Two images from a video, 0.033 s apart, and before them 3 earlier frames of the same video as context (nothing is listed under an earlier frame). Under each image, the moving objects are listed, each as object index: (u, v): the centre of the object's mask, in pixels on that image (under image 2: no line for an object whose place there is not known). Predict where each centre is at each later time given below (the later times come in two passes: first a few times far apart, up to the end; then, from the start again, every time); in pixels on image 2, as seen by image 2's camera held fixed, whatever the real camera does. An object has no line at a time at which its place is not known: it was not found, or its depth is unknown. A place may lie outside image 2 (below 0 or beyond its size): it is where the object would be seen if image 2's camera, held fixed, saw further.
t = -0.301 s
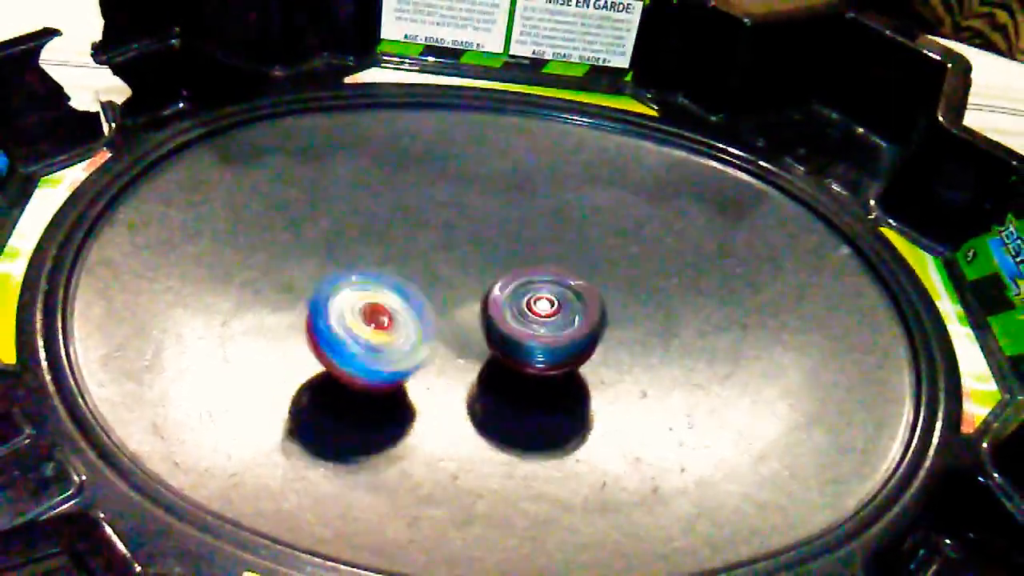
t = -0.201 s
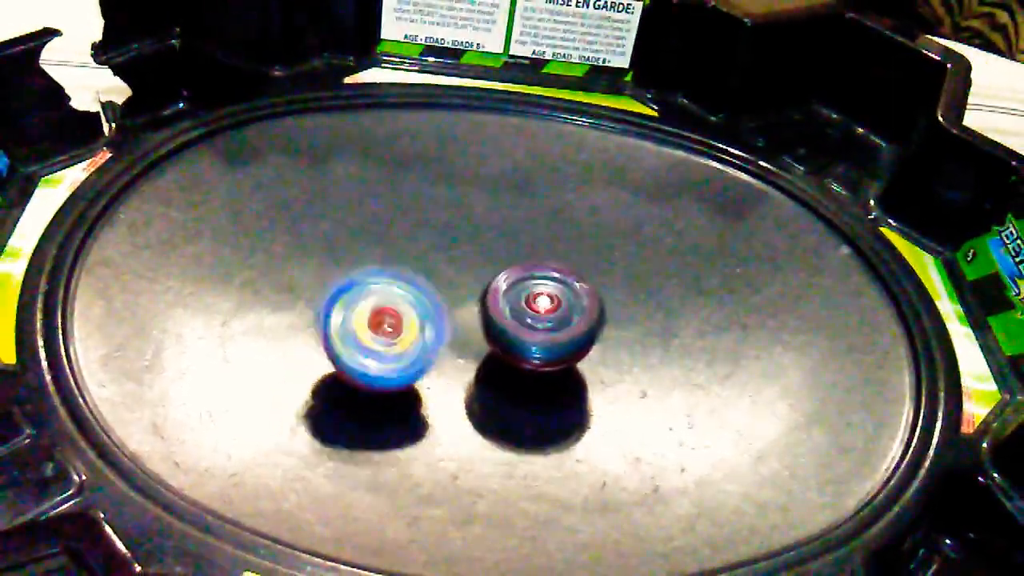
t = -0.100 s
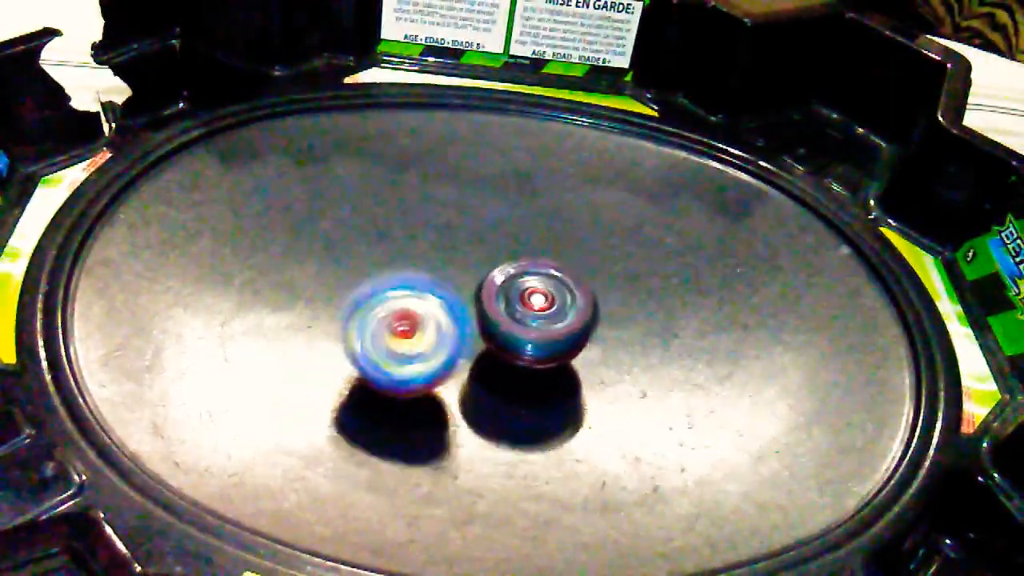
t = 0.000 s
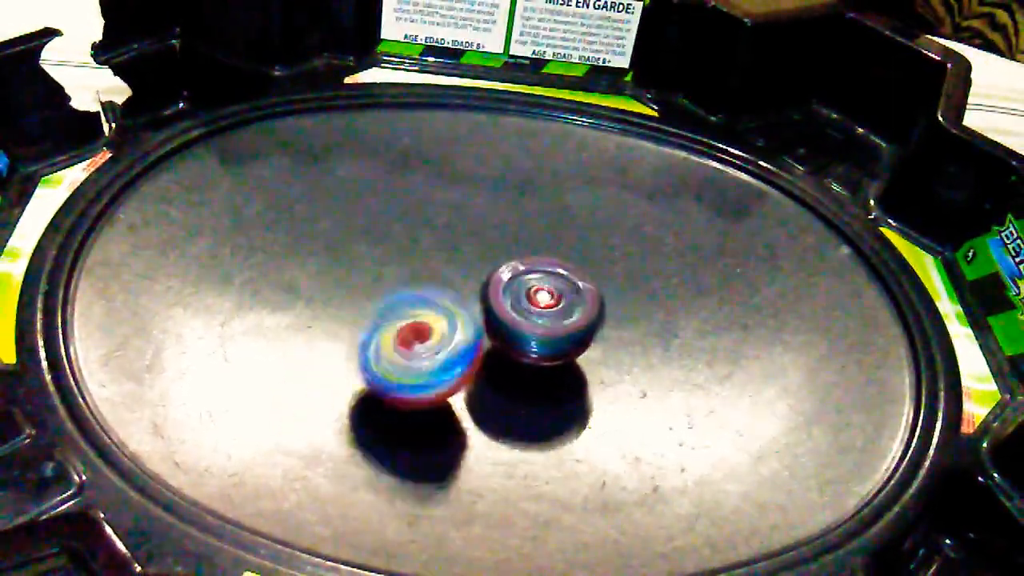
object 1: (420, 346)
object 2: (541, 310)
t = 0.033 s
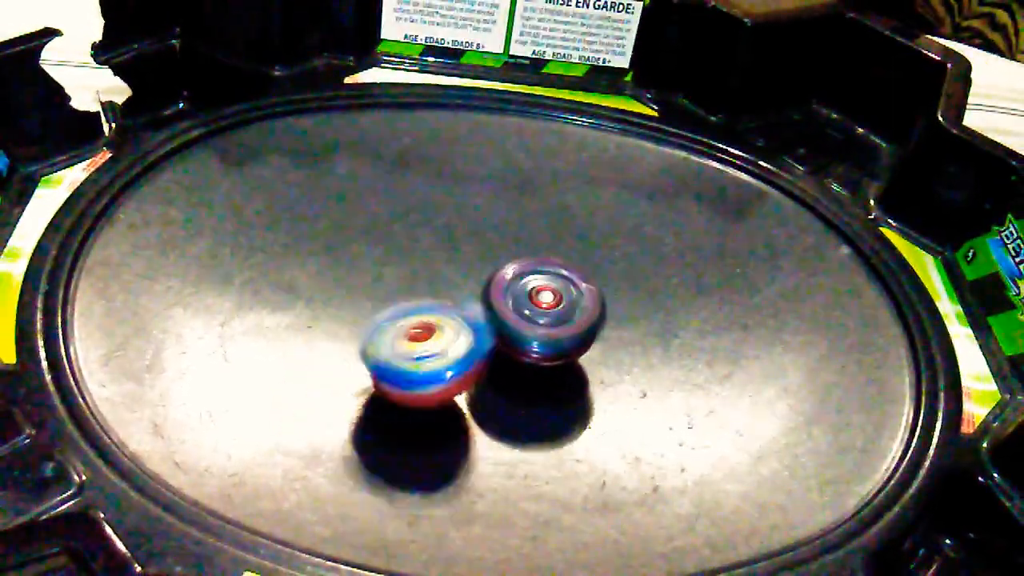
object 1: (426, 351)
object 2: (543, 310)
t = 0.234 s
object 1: (422, 379)
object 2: (554, 305)
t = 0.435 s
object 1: (368, 398)
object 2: (576, 275)
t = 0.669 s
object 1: (417, 340)
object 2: (540, 277)
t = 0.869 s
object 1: (418, 353)
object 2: (580, 257)
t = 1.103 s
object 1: (439, 362)
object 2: (582, 261)
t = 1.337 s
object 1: (495, 366)
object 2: (573, 295)
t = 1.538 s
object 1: (497, 409)
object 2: (605, 288)
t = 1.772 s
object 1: (448, 428)
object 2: (608, 265)
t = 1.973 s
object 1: (455, 346)
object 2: (563, 299)
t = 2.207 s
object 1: (447, 326)
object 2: (588, 326)
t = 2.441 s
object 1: (438, 351)
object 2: (582, 326)
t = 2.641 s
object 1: (412, 315)
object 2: (569, 310)
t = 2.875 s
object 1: (441, 289)
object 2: (570, 337)
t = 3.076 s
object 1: (440, 287)
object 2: (592, 347)
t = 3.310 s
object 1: (442, 288)
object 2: (559, 332)
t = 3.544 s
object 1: (441, 288)
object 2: (542, 346)
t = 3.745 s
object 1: (440, 289)
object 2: (540, 349)
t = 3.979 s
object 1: (438, 288)
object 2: (533, 352)
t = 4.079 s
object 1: (439, 289)
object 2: (535, 357)
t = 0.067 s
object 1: (432, 354)
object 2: (544, 310)
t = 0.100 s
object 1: (434, 360)
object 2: (544, 312)
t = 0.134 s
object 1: (432, 363)
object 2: (544, 313)
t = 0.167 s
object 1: (436, 365)
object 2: (545, 314)
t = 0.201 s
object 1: (436, 369)
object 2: (544, 315)
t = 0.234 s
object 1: (422, 379)
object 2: (554, 305)
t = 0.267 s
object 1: (404, 392)
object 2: (566, 296)
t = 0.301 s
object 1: (395, 396)
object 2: (572, 289)
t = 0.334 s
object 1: (386, 402)
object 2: (577, 285)
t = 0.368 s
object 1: (379, 402)
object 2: (578, 281)
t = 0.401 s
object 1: (373, 397)
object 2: (578, 279)
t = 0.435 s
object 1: (368, 398)
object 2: (576, 275)
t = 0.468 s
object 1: (369, 392)
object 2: (573, 271)
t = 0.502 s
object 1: (373, 380)
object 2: (568, 271)
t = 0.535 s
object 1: (374, 372)
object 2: (564, 269)
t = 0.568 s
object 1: (382, 362)
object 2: (558, 270)
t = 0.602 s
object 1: (392, 355)
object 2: (552, 271)
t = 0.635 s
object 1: (405, 349)
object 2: (546, 273)
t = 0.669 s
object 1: (417, 340)
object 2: (540, 277)
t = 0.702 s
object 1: (431, 331)
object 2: (537, 281)
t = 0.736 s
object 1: (432, 336)
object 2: (538, 281)
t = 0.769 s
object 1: (420, 339)
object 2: (550, 269)
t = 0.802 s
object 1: (420, 346)
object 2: (563, 263)
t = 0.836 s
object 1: (421, 350)
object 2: (573, 260)
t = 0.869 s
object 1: (418, 353)
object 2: (580, 257)
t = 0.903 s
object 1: (417, 356)
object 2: (583, 258)
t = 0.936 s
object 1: (420, 357)
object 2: (585, 258)
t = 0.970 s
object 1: (422, 358)
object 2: (586, 257)
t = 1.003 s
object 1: (422, 358)
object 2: (587, 257)
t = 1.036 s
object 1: (428, 357)
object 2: (586, 259)
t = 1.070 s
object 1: (433, 359)
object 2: (584, 259)
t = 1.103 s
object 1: (439, 362)
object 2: (582, 261)
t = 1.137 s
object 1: (446, 366)
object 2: (579, 264)
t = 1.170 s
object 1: (446, 367)
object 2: (576, 267)
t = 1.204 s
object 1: (454, 362)
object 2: (574, 272)
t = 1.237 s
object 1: (467, 359)
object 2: (571, 279)
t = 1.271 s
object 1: (480, 359)
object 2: (570, 284)
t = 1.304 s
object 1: (490, 361)
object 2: (571, 289)
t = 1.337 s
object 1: (495, 366)
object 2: (573, 295)
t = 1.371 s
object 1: (498, 370)
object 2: (575, 298)
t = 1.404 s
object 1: (500, 369)
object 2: (580, 303)
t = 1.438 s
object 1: (506, 370)
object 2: (584, 307)
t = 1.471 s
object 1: (506, 378)
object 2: (590, 310)
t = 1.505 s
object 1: (499, 396)
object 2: (597, 298)
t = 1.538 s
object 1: (497, 409)
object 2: (605, 288)
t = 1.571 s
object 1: (490, 420)
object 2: (612, 281)
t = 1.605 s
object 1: (480, 431)
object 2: (616, 273)
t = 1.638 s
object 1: (473, 438)
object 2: (617, 269)
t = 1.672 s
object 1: (467, 436)
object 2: (616, 268)
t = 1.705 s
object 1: (461, 435)
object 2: (615, 265)
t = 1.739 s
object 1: (452, 433)
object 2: (611, 264)
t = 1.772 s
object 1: (448, 428)
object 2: (608, 265)
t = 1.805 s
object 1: (443, 412)
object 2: (603, 267)
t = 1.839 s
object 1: (443, 401)
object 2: (596, 269)
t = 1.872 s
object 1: (441, 389)
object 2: (587, 274)
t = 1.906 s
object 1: (446, 379)
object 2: (578, 280)
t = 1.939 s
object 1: (452, 363)
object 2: (571, 288)
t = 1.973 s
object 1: (455, 346)
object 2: (563, 299)
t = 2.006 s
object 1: (456, 337)
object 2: (560, 305)
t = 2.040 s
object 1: (446, 332)
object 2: (568, 309)
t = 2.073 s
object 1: (443, 329)
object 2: (574, 312)
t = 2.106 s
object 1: (442, 326)
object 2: (578, 317)
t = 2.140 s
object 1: (444, 324)
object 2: (582, 323)
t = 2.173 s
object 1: (446, 325)
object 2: (586, 325)
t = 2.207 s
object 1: (447, 326)
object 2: (588, 326)
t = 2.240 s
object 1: (448, 329)
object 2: (589, 327)
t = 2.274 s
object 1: (446, 333)
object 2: (590, 326)
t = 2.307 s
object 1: (444, 337)
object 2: (588, 327)
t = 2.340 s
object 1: (445, 341)
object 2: (585, 327)
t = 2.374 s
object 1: (445, 346)
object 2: (582, 330)
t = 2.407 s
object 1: (446, 348)
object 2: (577, 329)
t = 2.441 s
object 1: (438, 351)
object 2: (582, 326)
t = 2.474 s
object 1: (426, 350)
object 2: (585, 321)
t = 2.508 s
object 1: (421, 349)
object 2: (586, 317)
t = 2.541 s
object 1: (414, 339)
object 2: (580, 313)
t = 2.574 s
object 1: (411, 329)
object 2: (576, 310)
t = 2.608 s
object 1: (411, 325)
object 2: (571, 309)
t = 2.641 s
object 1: (412, 315)
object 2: (569, 310)
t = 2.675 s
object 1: (415, 311)
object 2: (568, 312)
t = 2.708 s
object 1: (420, 304)
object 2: (564, 315)
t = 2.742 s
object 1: (426, 298)
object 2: (562, 316)
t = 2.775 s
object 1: (432, 295)
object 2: (558, 319)
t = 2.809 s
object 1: (438, 293)
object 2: (558, 323)
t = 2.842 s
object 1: (442, 291)
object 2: (562, 328)
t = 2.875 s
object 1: (441, 289)
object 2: (570, 337)
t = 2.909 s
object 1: (443, 289)
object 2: (580, 343)
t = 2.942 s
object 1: (444, 288)
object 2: (585, 347)
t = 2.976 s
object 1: (444, 288)
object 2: (590, 349)
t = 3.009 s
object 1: (442, 288)
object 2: (593, 349)
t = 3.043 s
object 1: (440, 287)
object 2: (593, 349)
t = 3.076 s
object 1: (440, 287)
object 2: (592, 347)
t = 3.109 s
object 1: (443, 289)
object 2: (589, 343)
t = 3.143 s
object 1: (443, 289)
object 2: (584, 342)
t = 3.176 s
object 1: (442, 288)
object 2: (583, 341)
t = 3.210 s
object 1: (440, 287)
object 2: (579, 336)
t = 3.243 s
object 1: (442, 288)
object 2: (571, 333)
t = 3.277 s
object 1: (443, 289)
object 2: (565, 331)
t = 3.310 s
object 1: (442, 288)
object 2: (559, 332)
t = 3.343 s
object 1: (441, 288)
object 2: (556, 334)
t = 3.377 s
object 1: (442, 288)
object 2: (554, 337)
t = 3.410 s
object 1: (443, 289)
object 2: (553, 340)
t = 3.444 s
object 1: (442, 289)
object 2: (548, 342)
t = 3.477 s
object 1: (441, 288)
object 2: (548, 347)
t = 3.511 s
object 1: (441, 288)
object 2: (546, 348)
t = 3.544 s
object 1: (441, 288)
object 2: (542, 346)
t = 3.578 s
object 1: (439, 287)
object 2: (540, 344)
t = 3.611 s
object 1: (438, 286)
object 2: (538, 345)
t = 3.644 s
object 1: (437, 286)
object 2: (540, 346)
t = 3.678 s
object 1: (437, 286)
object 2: (539, 346)
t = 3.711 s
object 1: (439, 288)
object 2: (540, 347)
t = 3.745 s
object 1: (440, 289)
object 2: (540, 349)
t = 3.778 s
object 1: (438, 287)
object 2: (537, 350)
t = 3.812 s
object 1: (436, 285)
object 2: (532, 349)
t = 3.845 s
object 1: (435, 285)
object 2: (529, 346)
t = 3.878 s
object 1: (434, 285)
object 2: (528, 346)
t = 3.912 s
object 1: (435, 286)
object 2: (530, 348)
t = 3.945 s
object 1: (437, 287)
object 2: (531, 350)
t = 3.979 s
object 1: (438, 288)
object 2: (533, 352)
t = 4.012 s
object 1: (439, 288)
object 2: (535, 355)
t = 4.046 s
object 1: (439, 288)
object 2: (535, 358)
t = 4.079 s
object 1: (439, 289)
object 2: (535, 357)
